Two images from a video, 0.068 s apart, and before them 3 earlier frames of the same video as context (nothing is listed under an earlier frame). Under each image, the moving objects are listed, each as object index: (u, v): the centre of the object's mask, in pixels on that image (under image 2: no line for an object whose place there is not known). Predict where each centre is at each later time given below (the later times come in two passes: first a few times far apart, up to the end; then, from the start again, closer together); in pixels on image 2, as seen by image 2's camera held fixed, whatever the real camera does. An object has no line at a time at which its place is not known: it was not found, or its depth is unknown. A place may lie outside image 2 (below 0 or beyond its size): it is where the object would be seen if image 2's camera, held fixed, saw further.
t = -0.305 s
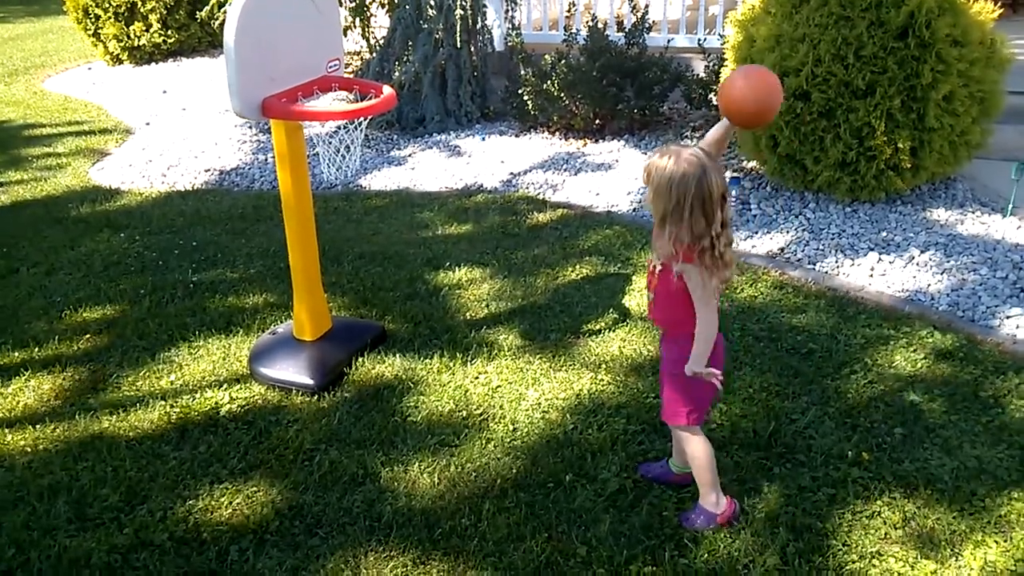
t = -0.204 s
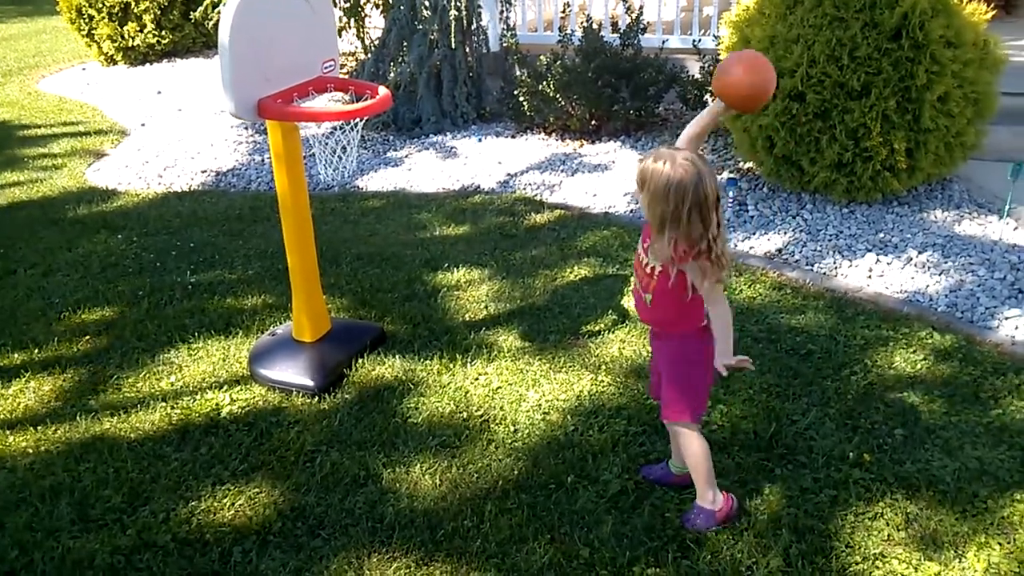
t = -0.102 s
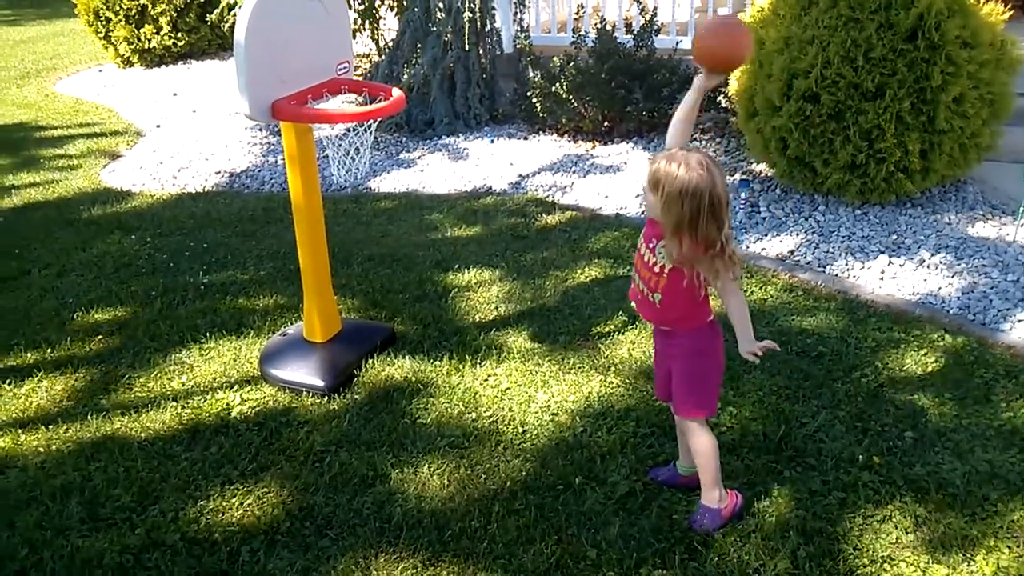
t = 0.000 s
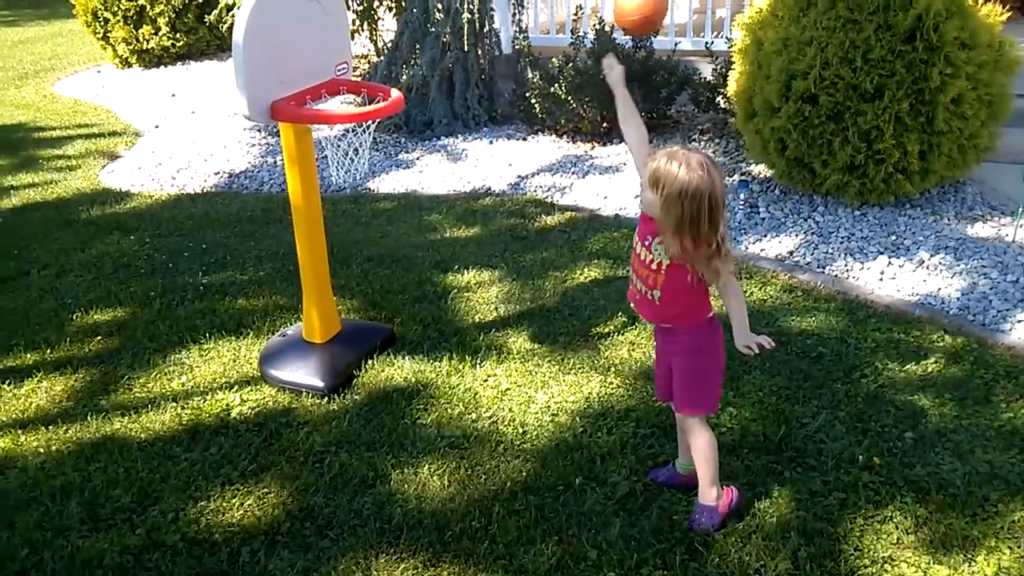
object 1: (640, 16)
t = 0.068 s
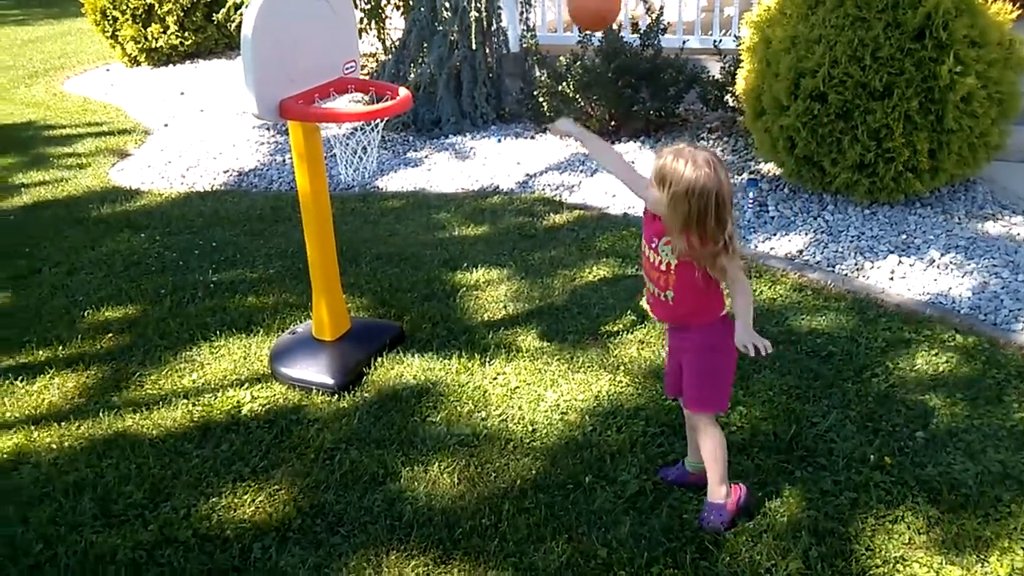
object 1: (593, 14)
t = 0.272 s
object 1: (459, 101)
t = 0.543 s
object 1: (374, 318)
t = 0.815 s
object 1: (527, 281)
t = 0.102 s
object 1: (568, 17)
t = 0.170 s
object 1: (523, 34)
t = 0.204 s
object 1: (501, 54)
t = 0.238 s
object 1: (478, 75)
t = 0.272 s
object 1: (459, 101)
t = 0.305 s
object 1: (441, 128)
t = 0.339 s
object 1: (425, 157)
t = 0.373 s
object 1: (408, 191)
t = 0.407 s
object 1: (397, 224)
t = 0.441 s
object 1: (382, 259)
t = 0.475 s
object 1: (371, 294)
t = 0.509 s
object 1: (361, 330)
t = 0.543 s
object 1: (374, 318)
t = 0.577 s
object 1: (390, 304)
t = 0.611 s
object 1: (407, 291)
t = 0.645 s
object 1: (426, 283)
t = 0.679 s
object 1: (445, 276)
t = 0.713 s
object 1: (464, 273)
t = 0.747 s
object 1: (485, 272)
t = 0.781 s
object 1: (506, 275)
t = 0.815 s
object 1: (527, 281)
